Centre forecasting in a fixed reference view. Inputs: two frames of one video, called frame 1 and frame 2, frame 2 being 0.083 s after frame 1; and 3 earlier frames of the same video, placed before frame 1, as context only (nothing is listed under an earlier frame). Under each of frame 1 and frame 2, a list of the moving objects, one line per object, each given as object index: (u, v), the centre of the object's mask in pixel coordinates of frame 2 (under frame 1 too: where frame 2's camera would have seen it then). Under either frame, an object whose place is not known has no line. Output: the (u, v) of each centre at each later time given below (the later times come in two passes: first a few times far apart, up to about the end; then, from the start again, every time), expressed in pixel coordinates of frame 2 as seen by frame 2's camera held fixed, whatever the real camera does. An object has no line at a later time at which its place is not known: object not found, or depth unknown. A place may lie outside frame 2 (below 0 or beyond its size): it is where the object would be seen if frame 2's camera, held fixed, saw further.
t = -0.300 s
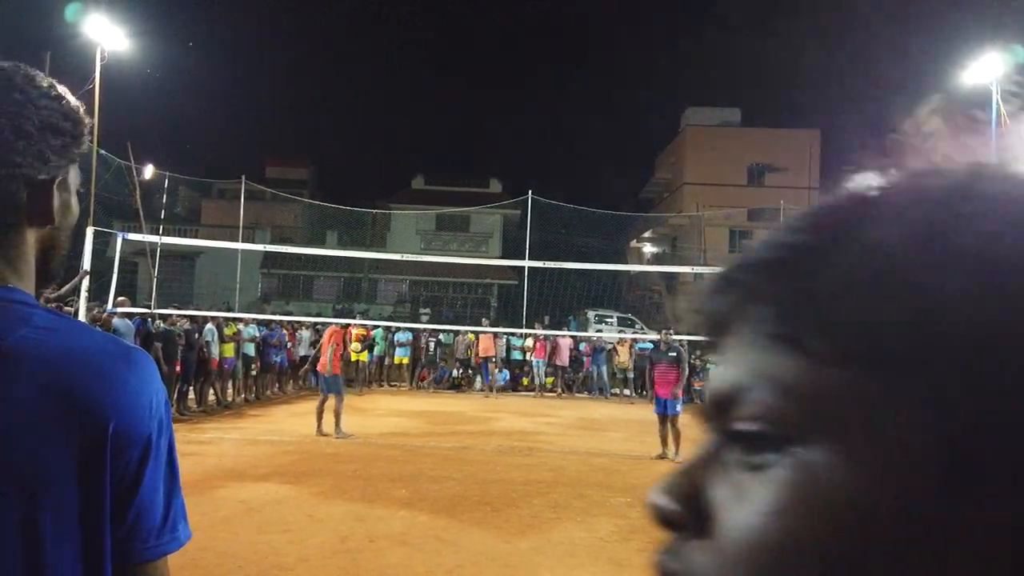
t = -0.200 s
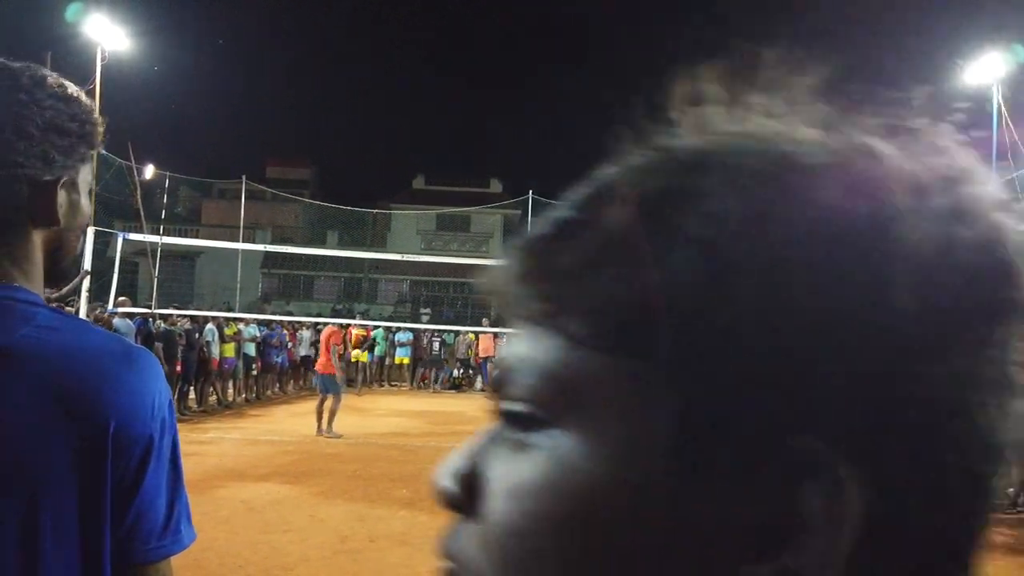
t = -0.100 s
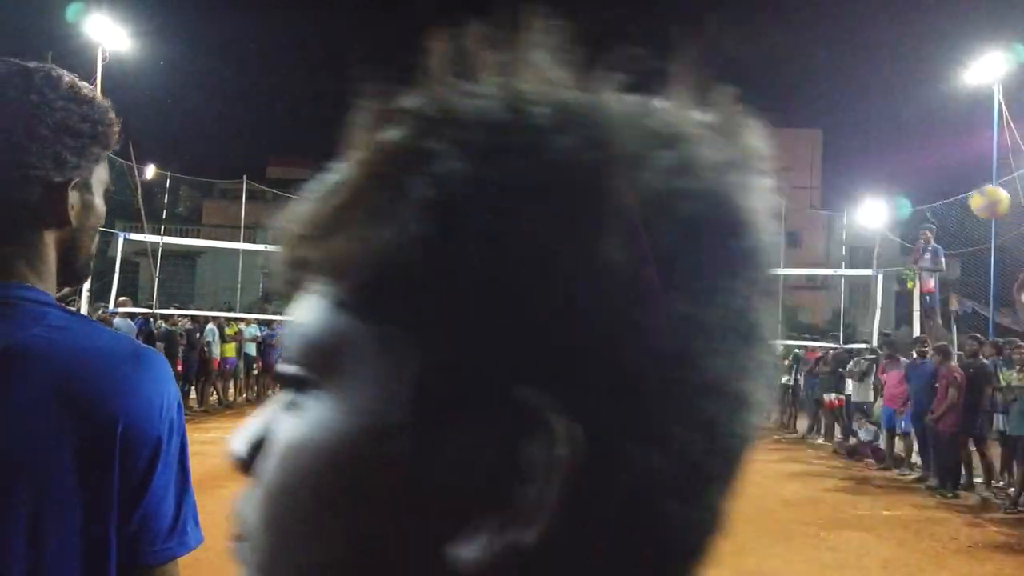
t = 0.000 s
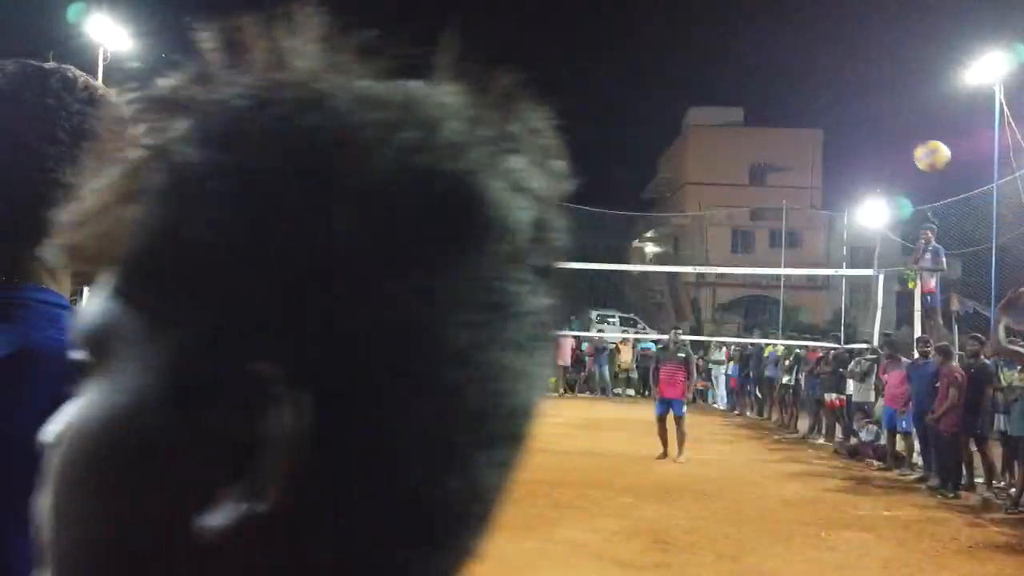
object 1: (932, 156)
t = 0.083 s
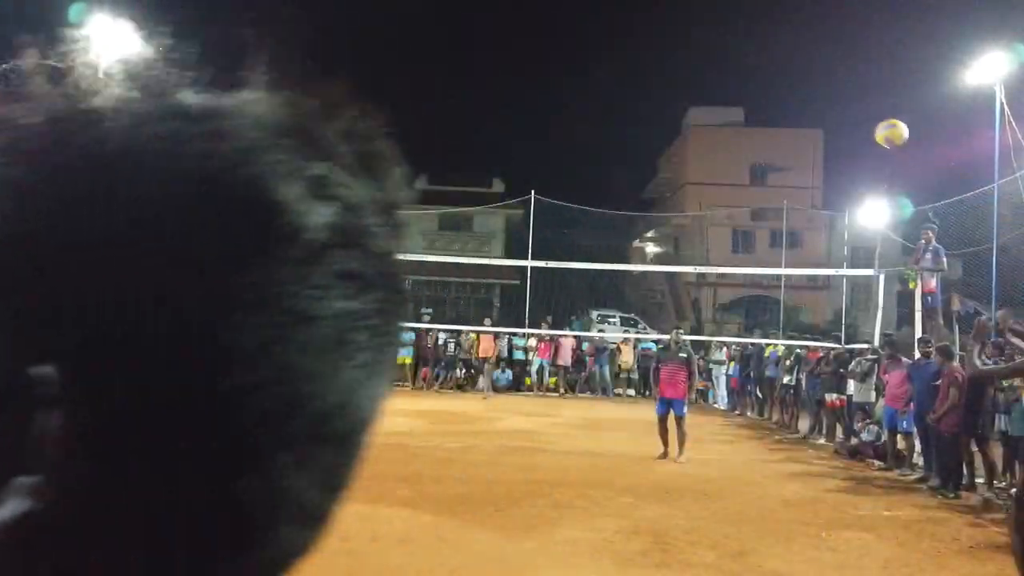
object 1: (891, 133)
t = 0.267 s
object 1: (819, 121)
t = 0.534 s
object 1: (744, 162)
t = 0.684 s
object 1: (710, 208)
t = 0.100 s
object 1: (884, 130)
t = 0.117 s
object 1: (876, 127)
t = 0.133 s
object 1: (869, 125)
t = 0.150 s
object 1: (862, 123)
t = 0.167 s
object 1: (856, 122)
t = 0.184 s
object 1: (849, 121)
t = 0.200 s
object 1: (843, 120)
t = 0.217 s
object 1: (837, 120)
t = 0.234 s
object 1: (831, 120)
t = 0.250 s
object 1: (825, 120)
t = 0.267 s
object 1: (819, 121)
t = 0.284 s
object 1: (814, 121)
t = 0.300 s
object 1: (808, 122)
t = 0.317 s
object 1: (803, 124)
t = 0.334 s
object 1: (798, 125)
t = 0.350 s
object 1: (793, 127)
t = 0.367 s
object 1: (788, 129)
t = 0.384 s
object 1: (783, 132)
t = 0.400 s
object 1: (779, 134)
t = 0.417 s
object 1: (774, 137)
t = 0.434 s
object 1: (770, 140)
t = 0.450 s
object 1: (765, 143)
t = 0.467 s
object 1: (761, 147)
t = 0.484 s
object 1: (756, 151)
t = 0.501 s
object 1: (752, 154)
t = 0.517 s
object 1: (748, 158)
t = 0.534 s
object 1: (744, 162)
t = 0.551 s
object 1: (740, 167)
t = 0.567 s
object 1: (736, 171)
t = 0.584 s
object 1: (732, 176)
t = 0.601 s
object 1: (728, 181)
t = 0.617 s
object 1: (725, 186)
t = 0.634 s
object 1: (721, 192)
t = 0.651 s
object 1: (717, 197)
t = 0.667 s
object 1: (714, 202)
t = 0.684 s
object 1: (710, 208)
